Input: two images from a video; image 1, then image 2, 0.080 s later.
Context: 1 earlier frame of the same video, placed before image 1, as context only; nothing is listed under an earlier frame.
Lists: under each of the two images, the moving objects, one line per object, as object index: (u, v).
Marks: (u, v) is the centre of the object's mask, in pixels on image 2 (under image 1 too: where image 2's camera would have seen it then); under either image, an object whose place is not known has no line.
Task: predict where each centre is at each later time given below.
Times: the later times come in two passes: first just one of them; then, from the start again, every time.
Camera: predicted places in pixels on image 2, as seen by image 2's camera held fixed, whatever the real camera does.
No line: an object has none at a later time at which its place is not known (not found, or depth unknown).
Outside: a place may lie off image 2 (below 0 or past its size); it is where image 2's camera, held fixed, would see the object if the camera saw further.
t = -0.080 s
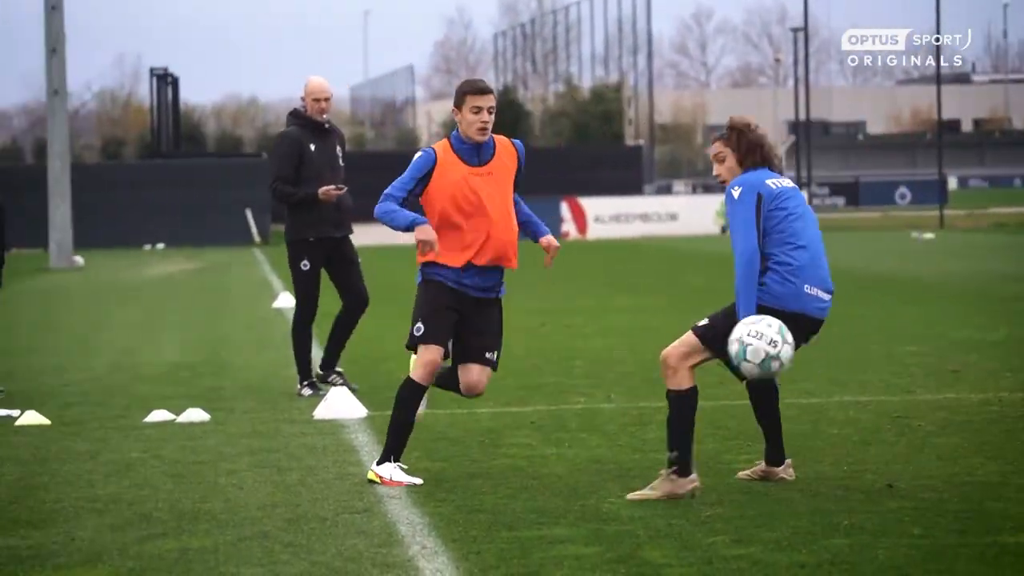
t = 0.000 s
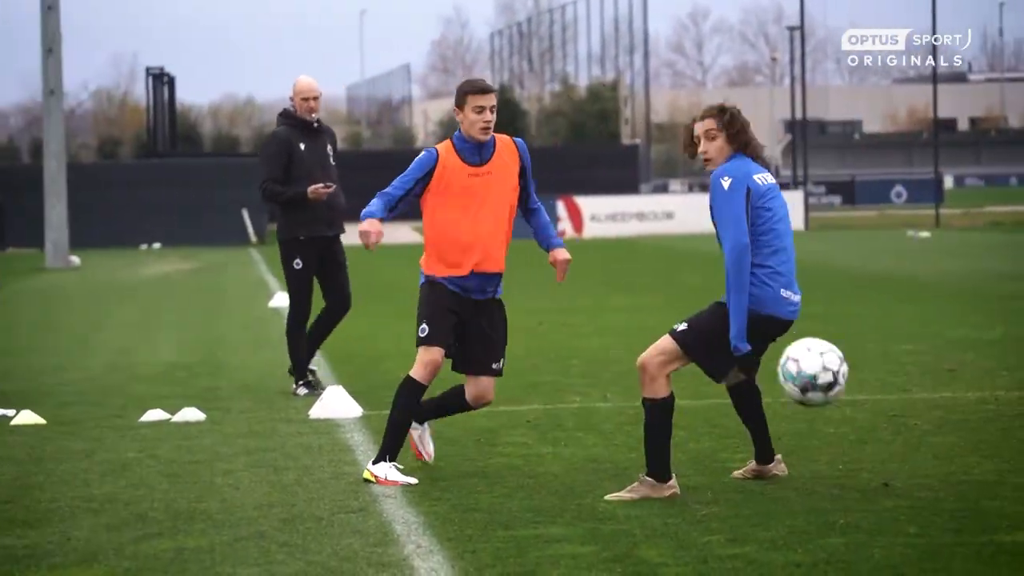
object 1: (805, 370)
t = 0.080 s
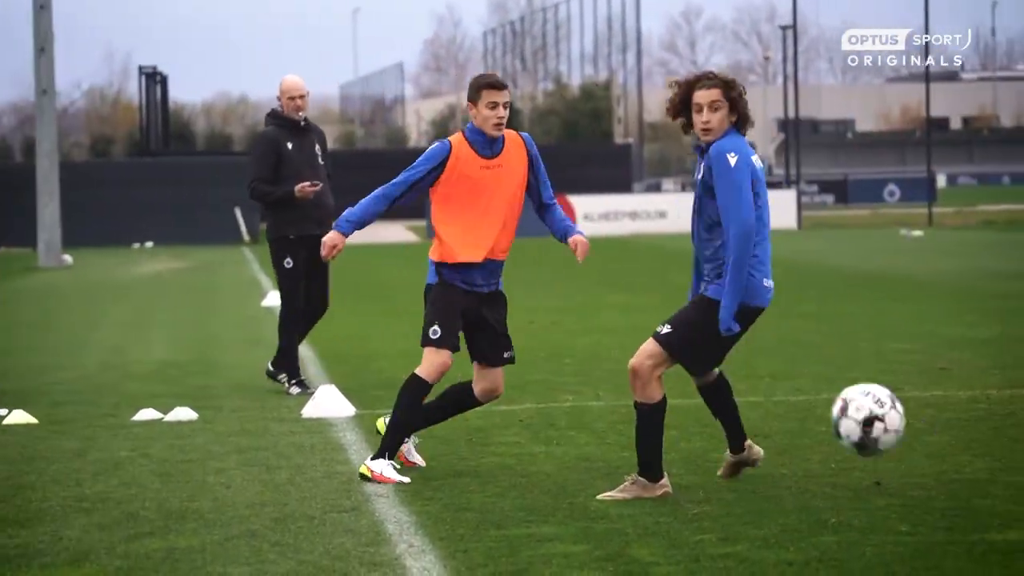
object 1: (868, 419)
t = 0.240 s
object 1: (1000, 546)
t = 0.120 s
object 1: (901, 453)
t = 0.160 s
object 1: (937, 494)
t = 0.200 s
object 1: (975, 543)
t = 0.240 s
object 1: (1000, 546)
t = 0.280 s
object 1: (1016, 527)
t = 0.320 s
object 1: (1033, 508)
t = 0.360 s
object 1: (1051, 493)
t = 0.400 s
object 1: (1070, 485)
